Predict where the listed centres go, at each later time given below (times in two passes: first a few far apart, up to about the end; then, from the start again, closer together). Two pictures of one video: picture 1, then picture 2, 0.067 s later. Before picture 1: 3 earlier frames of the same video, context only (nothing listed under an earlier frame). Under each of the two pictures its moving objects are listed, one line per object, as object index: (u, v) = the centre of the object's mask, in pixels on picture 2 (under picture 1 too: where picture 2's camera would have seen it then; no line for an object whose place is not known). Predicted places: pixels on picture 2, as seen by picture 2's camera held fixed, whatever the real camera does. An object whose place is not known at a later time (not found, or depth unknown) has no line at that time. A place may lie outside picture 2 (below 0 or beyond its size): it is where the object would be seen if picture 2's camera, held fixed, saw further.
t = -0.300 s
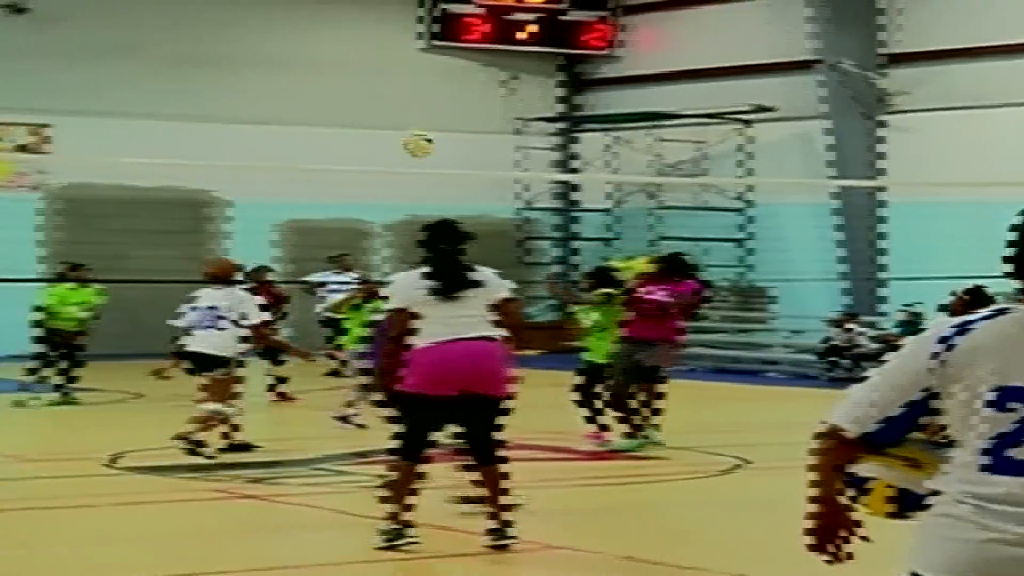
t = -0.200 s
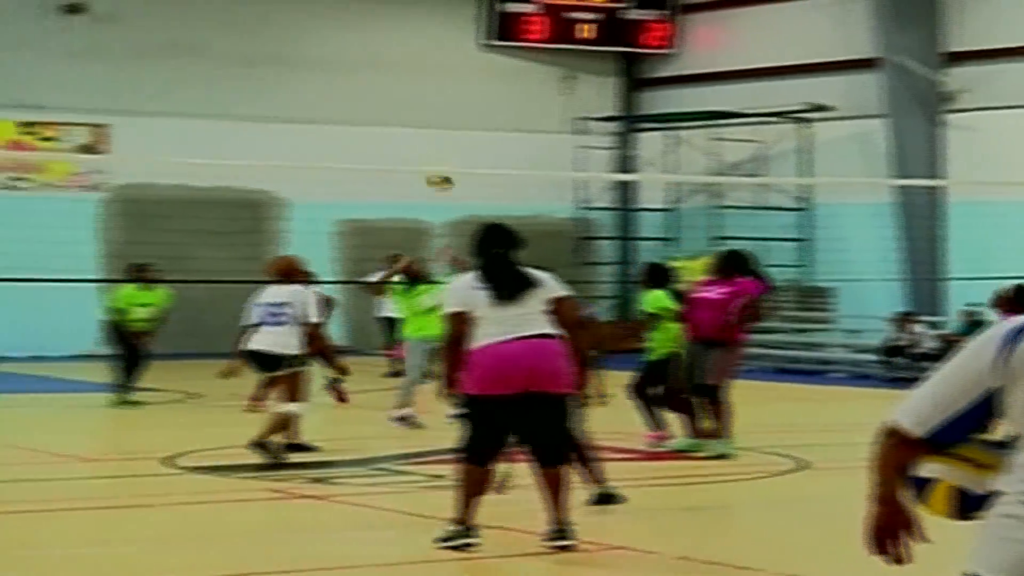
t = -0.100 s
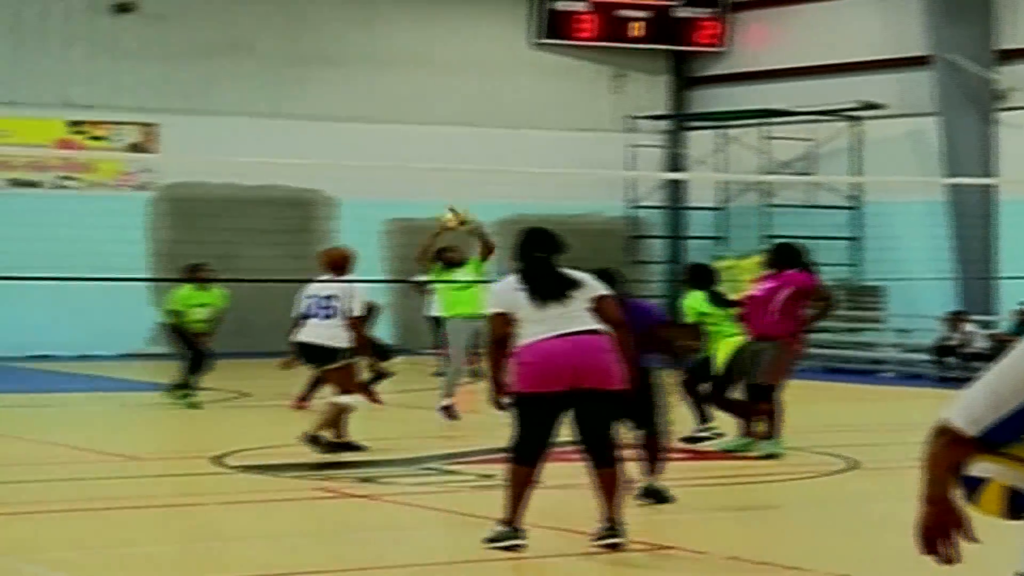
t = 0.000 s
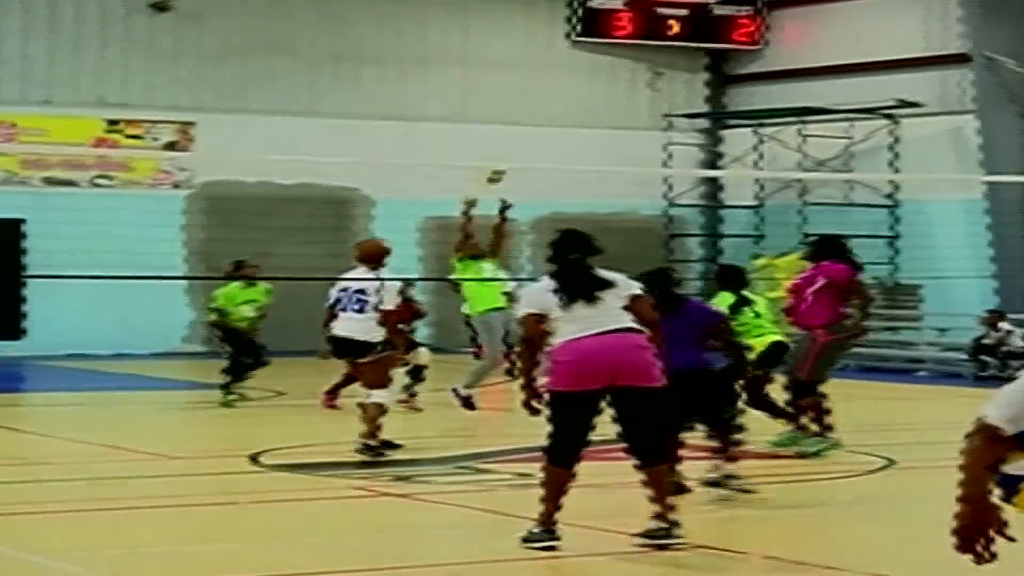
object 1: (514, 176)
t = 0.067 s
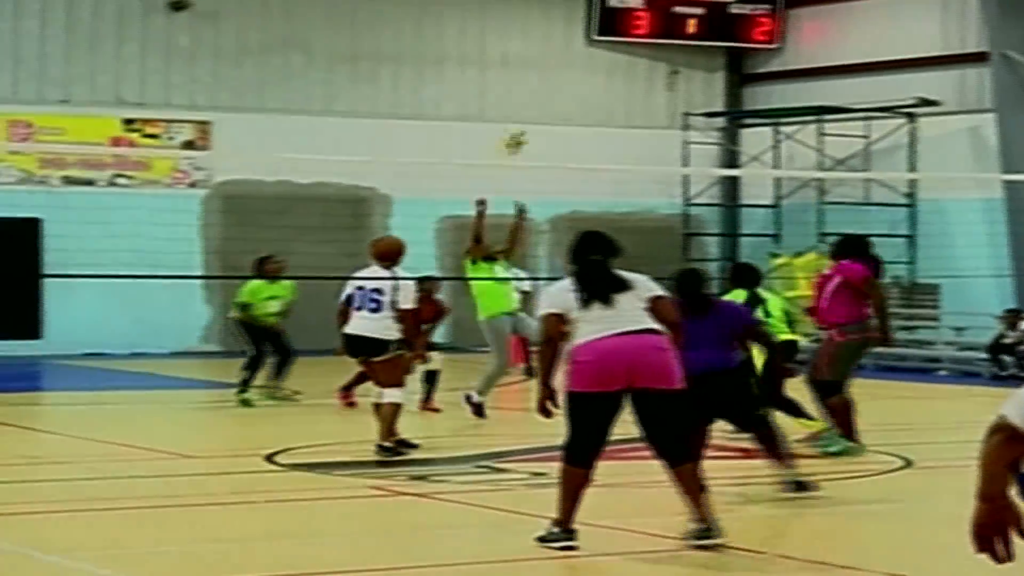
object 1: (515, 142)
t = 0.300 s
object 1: (520, 71)
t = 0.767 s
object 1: (536, 106)
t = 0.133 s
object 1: (516, 115)
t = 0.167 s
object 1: (518, 104)
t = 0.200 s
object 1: (516, 94)
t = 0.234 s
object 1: (519, 85)
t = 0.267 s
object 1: (518, 77)
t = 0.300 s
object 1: (520, 71)
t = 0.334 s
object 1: (520, 66)
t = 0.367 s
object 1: (522, 62)
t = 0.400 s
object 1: (524, 59)
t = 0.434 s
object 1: (524, 57)
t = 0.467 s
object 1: (525, 56)
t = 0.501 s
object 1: (527, 57)
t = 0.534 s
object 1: (528, 58)
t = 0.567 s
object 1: (530, 61)
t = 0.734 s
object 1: (535, 95)
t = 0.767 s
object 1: (536, 106)
